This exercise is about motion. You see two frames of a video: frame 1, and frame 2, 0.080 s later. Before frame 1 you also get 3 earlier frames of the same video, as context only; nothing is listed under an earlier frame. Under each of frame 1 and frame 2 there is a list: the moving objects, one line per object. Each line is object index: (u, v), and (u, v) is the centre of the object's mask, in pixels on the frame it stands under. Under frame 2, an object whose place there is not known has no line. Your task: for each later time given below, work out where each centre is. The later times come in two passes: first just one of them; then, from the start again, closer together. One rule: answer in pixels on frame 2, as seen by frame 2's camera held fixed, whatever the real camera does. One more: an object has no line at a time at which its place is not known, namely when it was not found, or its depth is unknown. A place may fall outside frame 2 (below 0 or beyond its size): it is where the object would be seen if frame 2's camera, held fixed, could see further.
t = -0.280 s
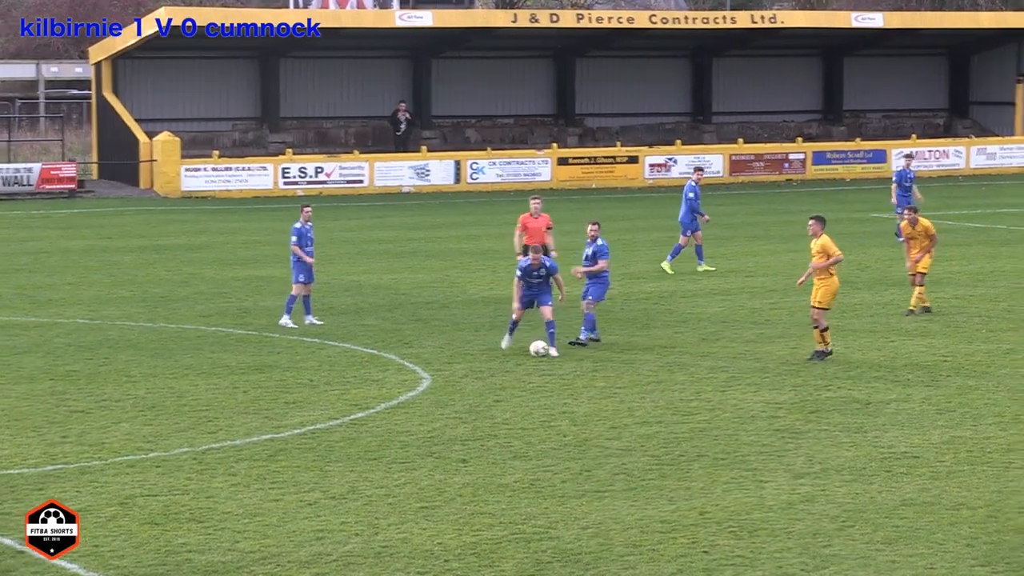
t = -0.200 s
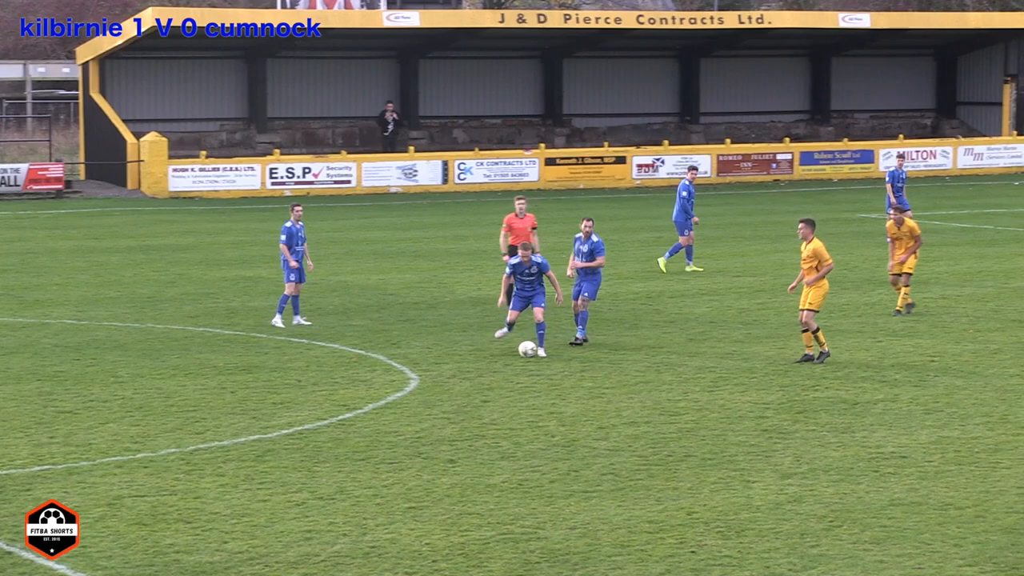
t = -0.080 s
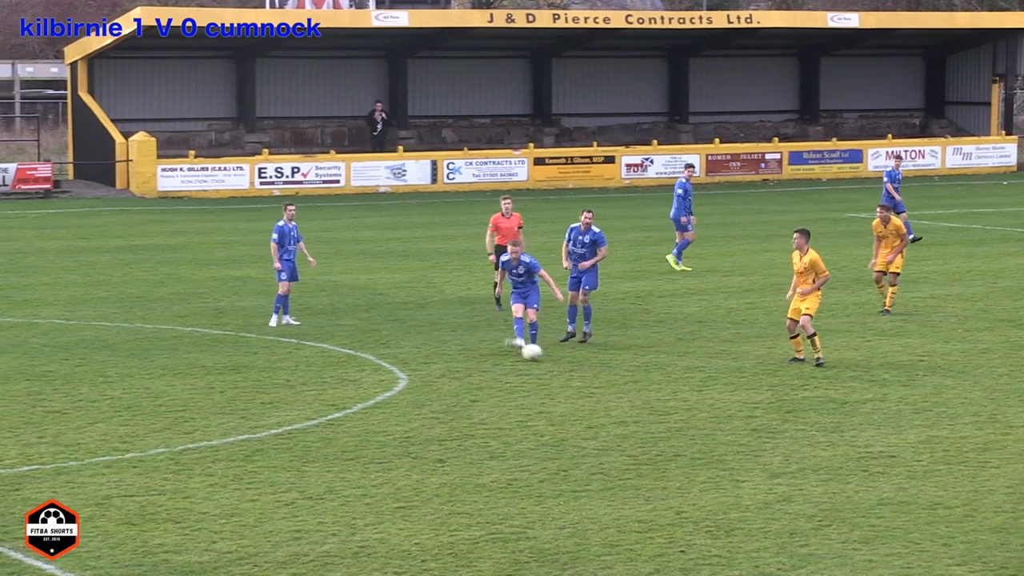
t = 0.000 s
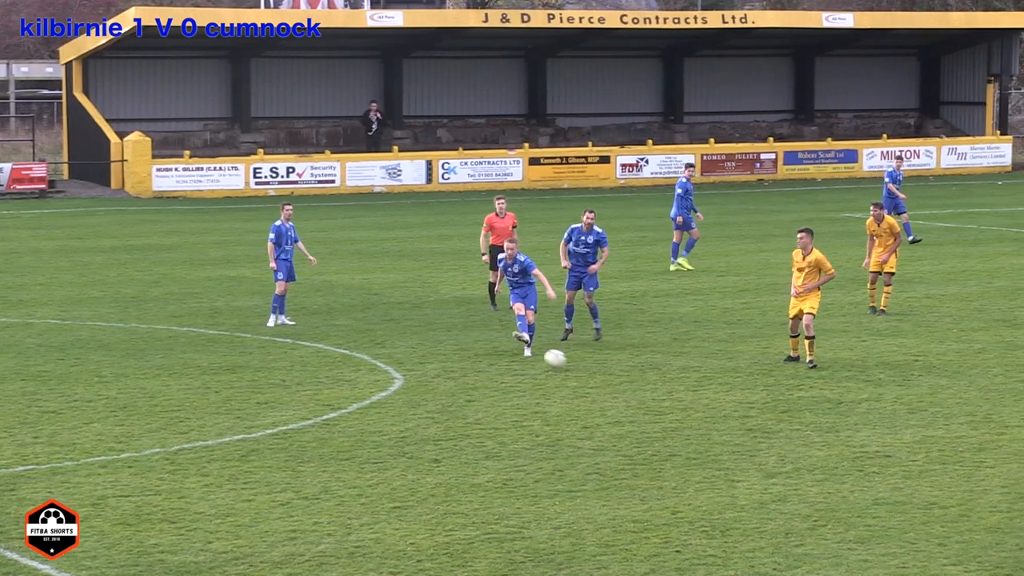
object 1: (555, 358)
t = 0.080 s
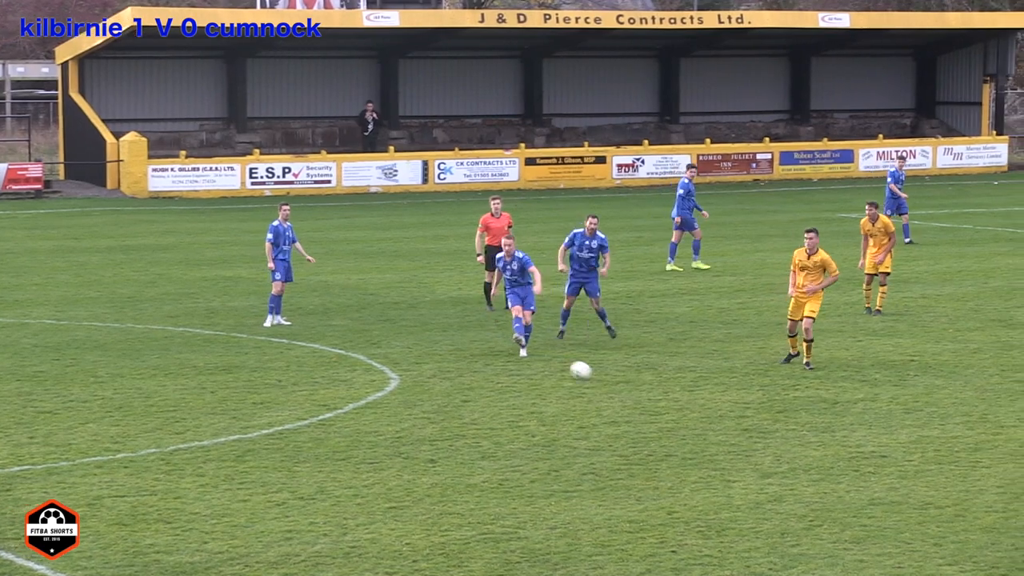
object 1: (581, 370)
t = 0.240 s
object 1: (636, 390)
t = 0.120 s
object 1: (595, 376)
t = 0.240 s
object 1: (636, 390)
